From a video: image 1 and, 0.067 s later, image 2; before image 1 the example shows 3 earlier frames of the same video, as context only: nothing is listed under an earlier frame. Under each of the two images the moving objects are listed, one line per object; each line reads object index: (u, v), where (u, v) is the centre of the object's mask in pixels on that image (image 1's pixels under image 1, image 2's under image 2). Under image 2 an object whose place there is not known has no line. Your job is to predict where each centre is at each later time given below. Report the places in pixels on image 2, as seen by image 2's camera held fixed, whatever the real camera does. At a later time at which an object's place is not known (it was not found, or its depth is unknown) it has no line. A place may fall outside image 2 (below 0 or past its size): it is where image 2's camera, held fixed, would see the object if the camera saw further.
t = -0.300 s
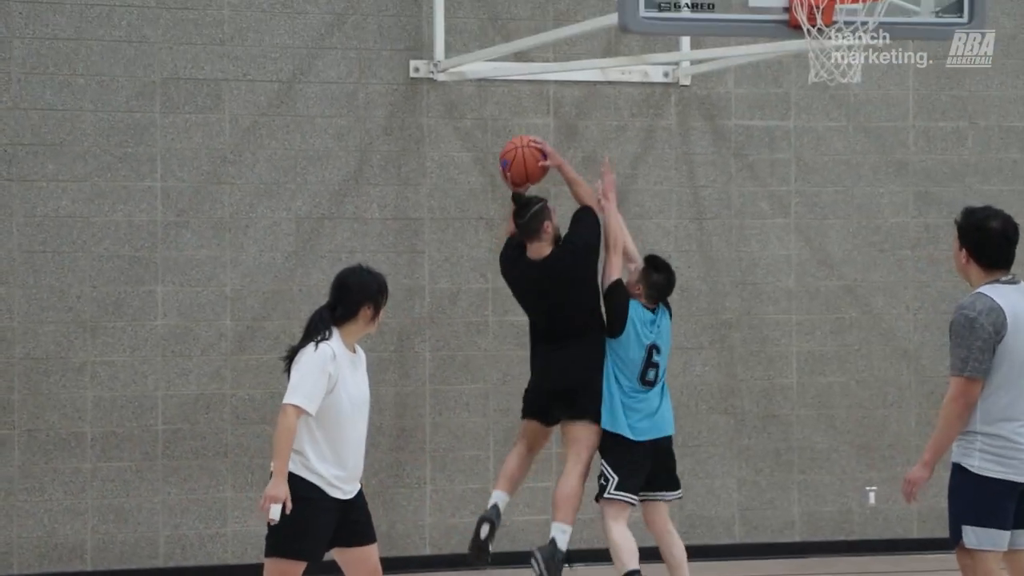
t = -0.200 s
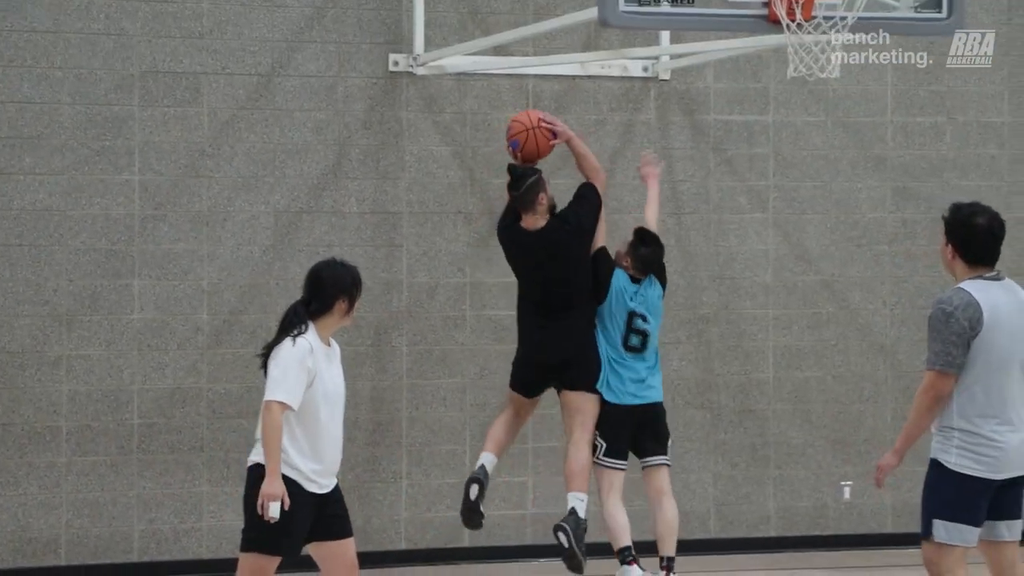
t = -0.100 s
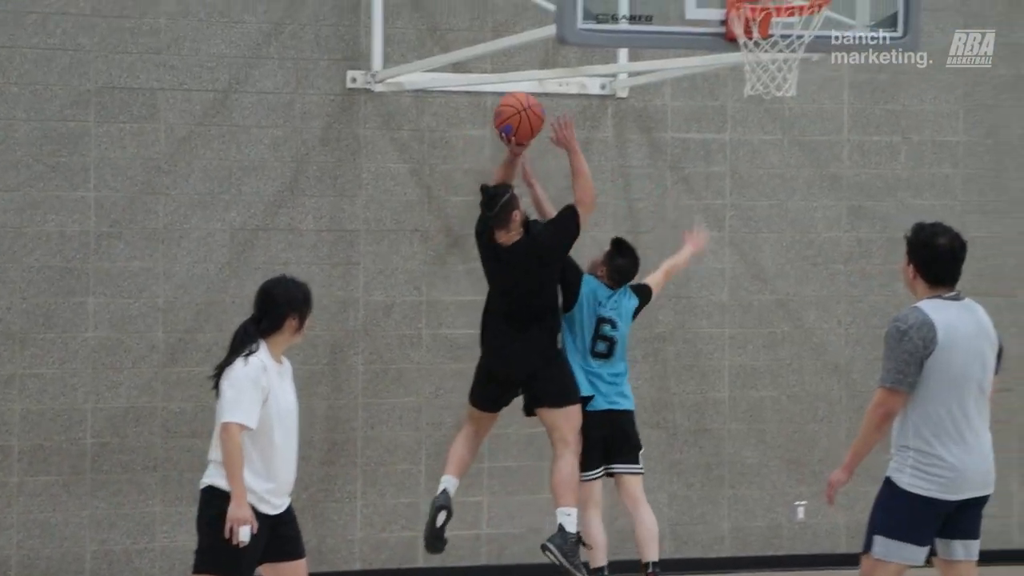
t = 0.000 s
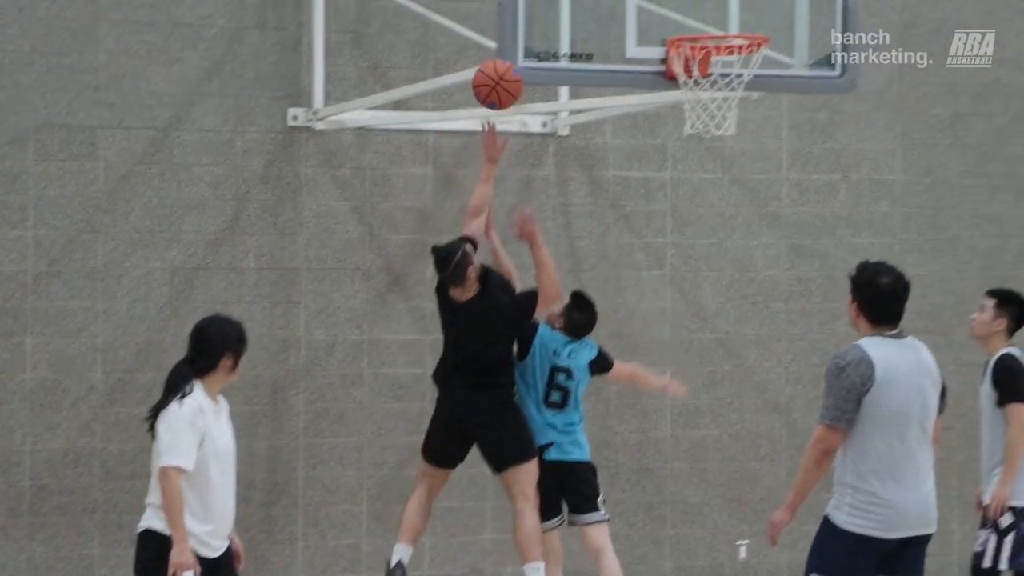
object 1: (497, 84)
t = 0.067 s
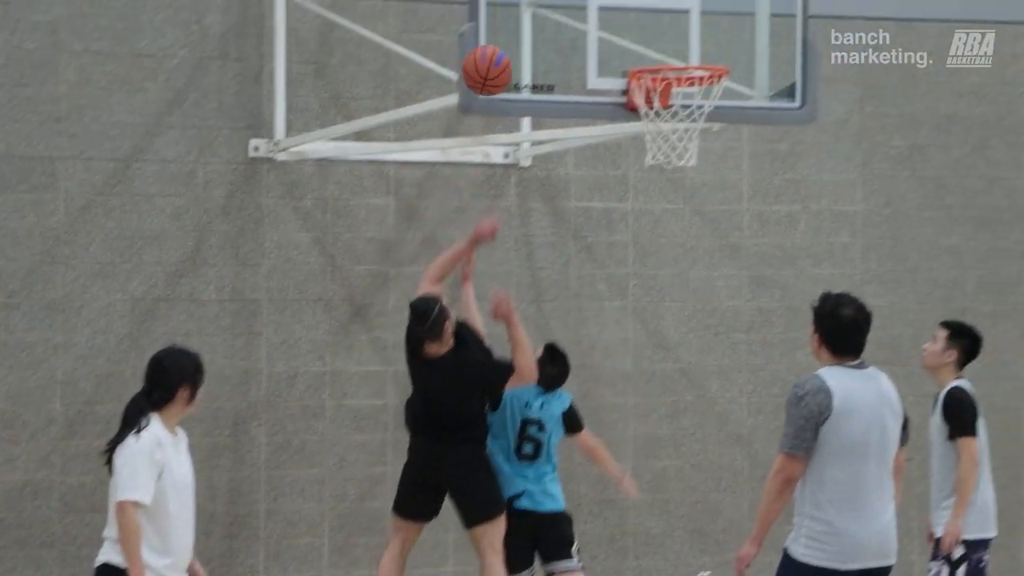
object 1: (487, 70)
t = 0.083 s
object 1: (494, 60)
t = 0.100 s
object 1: (502, 50)
